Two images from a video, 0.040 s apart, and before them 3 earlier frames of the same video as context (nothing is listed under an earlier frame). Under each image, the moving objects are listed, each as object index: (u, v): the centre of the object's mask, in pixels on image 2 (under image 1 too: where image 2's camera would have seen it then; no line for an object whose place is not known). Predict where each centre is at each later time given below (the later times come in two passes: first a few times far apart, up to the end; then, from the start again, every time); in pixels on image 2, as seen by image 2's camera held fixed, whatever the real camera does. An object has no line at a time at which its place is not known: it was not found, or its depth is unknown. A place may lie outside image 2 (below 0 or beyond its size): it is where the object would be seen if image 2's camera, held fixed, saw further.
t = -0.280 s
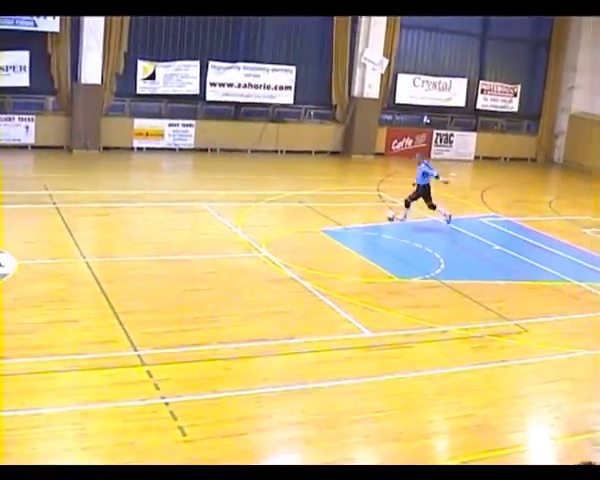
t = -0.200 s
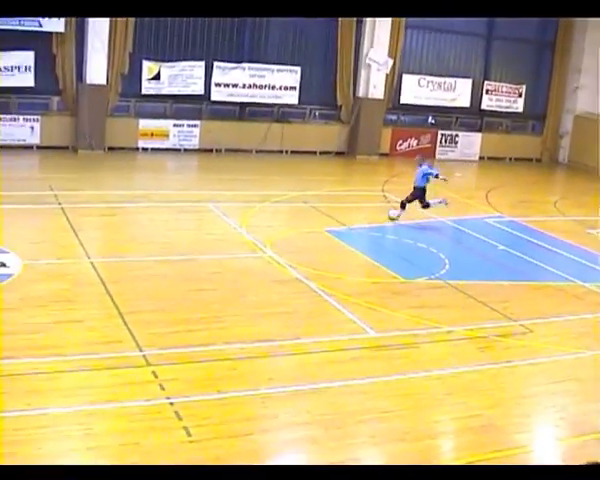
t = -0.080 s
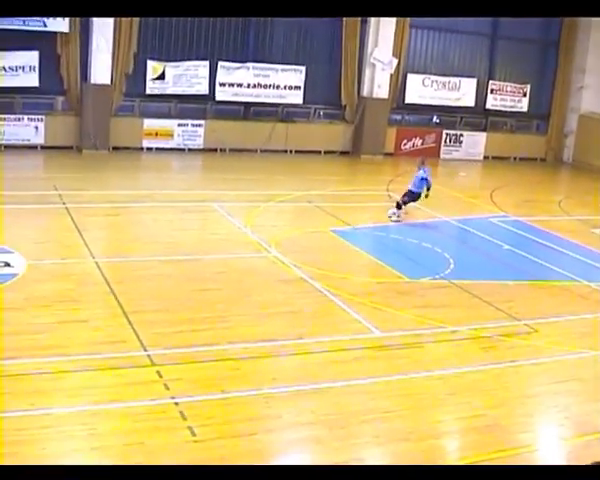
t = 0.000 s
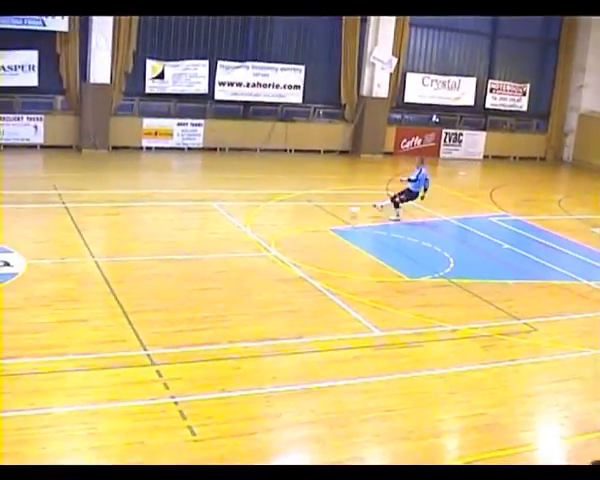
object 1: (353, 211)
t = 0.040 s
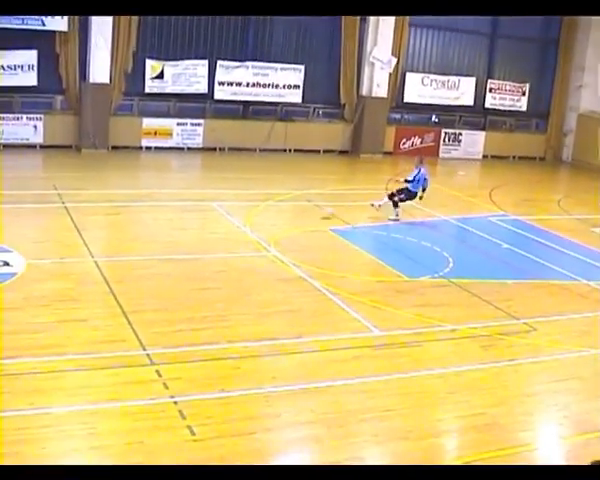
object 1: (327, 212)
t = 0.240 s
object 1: (195, 219)
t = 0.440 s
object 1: (63, 225)
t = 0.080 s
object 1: (301, 214)
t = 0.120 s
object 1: (275, 215)
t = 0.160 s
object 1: (248, 218)
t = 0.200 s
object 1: (222, 221)
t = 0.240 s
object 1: (195, 219)
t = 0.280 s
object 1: (169, 219)
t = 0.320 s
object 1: (141, 221)
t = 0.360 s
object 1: (114, 222)
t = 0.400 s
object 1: (88, 223)
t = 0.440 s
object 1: (63, 225)
